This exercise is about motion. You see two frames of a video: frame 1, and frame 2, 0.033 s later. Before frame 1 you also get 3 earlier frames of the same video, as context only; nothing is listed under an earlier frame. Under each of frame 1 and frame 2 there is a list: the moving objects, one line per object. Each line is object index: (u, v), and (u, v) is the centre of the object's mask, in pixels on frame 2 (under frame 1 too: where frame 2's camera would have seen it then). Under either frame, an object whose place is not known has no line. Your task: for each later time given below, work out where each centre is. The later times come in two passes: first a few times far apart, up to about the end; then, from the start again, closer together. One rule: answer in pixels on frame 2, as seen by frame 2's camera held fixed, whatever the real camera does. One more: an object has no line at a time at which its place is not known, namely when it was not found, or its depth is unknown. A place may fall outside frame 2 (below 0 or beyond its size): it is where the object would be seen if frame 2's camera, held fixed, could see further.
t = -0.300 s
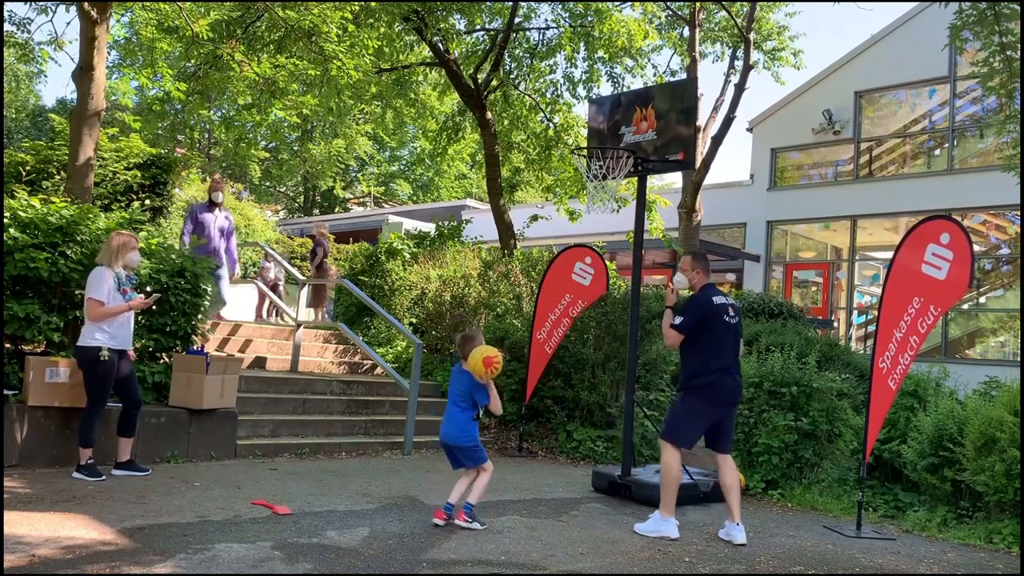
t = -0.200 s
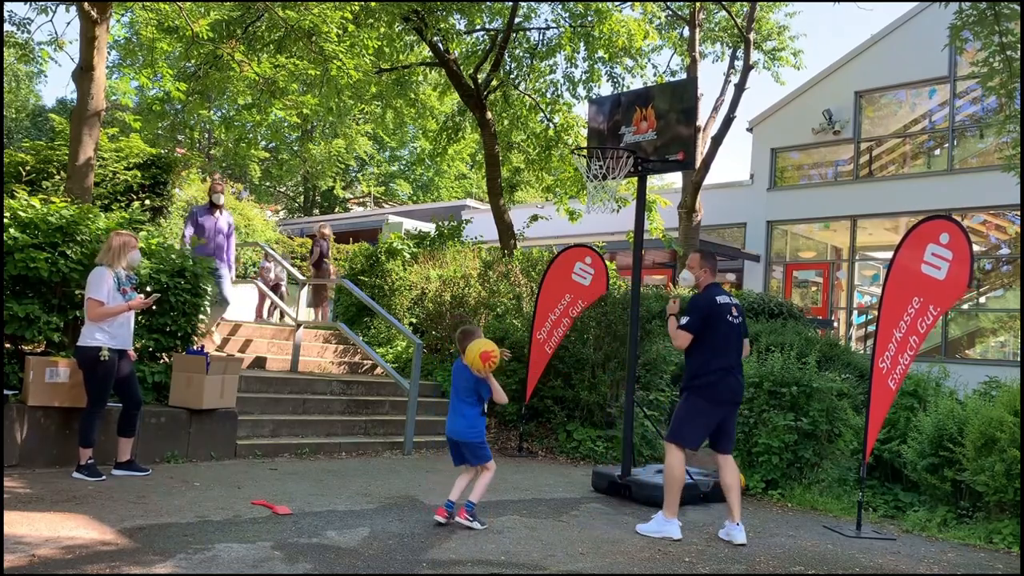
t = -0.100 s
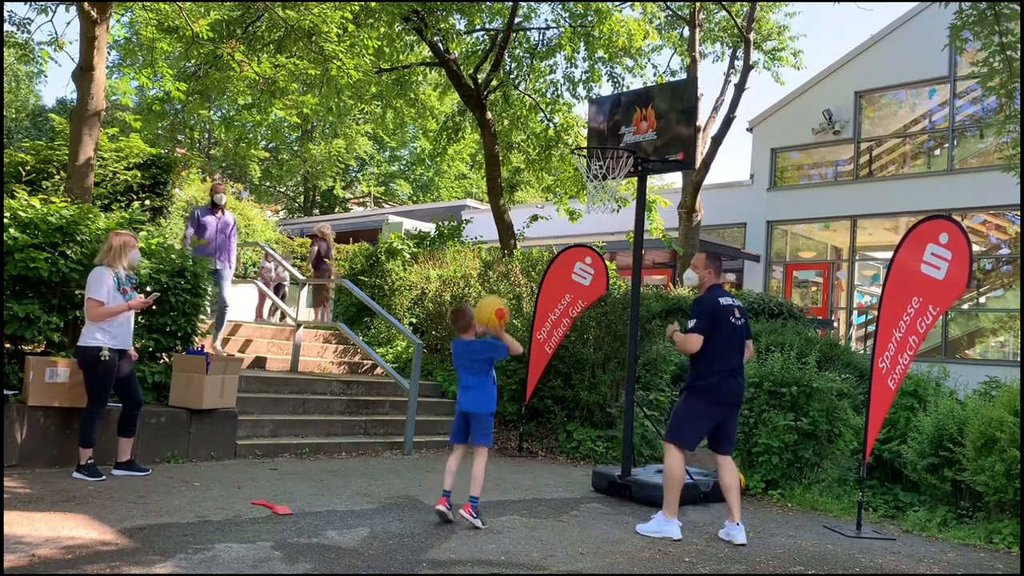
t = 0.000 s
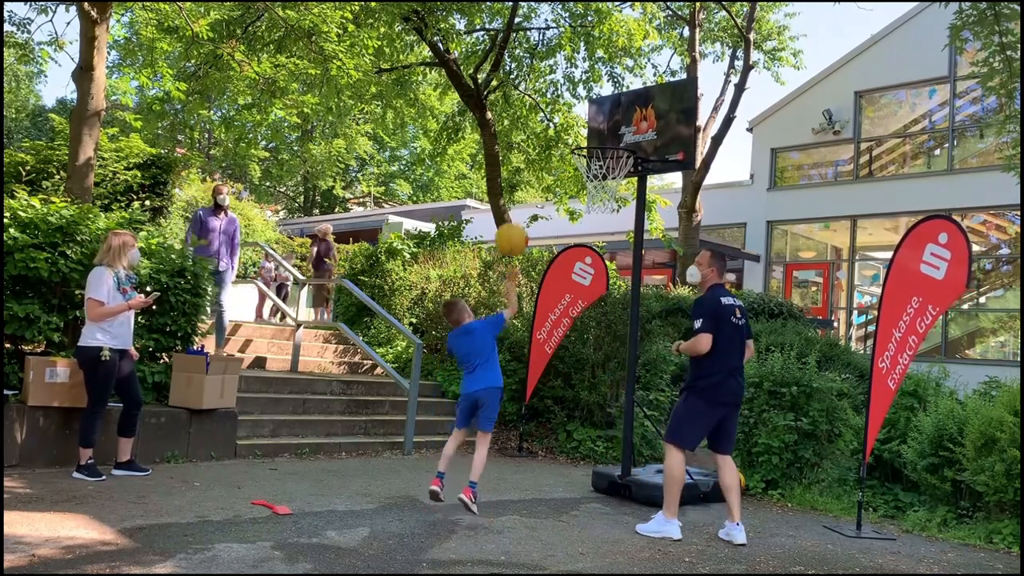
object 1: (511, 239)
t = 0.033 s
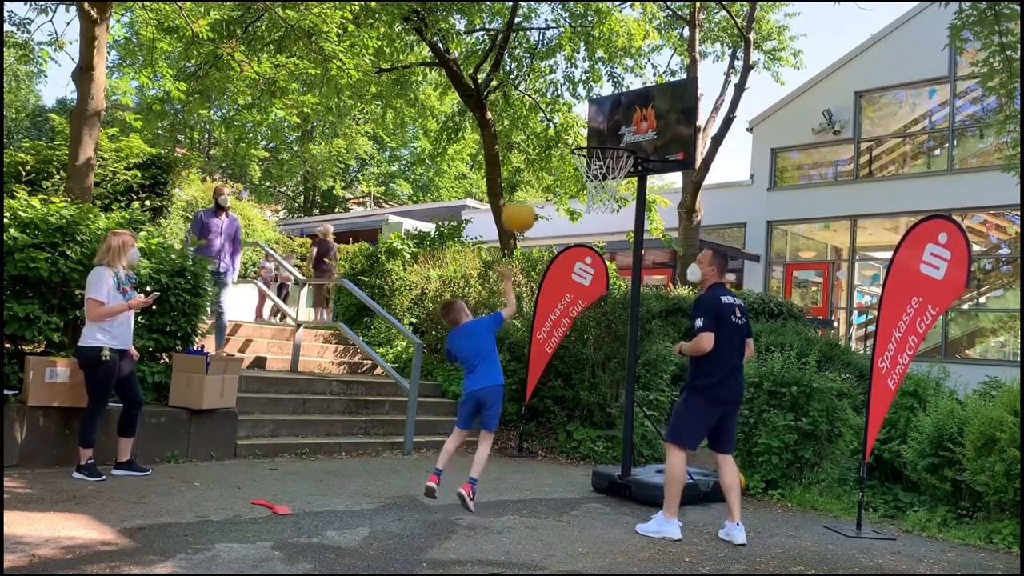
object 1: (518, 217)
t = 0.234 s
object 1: (557, 119)
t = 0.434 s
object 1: (588, 89)
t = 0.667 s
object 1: (616, 126)
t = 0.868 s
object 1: (635, 216)
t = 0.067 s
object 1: (525, 195)
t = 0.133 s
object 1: (538, 160)
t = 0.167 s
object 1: (545, 145)
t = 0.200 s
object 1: (551, 132)
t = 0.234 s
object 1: (557, 119)
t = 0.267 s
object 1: (563, 111)
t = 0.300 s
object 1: (568, 103)
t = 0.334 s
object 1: (573, 97)
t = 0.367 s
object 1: (578, 93)
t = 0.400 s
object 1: (583, 90)
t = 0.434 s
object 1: (588, 89)
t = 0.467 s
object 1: (592, 89)
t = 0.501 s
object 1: (596, 91)
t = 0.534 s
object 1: (601, 96)
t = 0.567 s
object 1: (605, 100)
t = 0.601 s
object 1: (609, 108)
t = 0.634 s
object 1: (612, 116)
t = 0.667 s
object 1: (616, 126)
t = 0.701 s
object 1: (619, 137)
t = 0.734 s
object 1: (623, 150)
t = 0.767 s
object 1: (626, 165)
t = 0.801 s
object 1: (629, 181)
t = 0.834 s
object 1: (631, 198)
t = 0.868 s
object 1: (635, 216)
